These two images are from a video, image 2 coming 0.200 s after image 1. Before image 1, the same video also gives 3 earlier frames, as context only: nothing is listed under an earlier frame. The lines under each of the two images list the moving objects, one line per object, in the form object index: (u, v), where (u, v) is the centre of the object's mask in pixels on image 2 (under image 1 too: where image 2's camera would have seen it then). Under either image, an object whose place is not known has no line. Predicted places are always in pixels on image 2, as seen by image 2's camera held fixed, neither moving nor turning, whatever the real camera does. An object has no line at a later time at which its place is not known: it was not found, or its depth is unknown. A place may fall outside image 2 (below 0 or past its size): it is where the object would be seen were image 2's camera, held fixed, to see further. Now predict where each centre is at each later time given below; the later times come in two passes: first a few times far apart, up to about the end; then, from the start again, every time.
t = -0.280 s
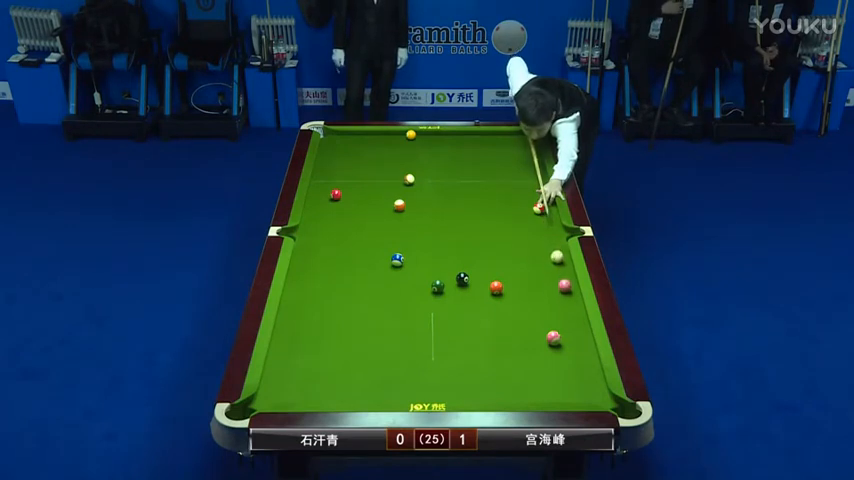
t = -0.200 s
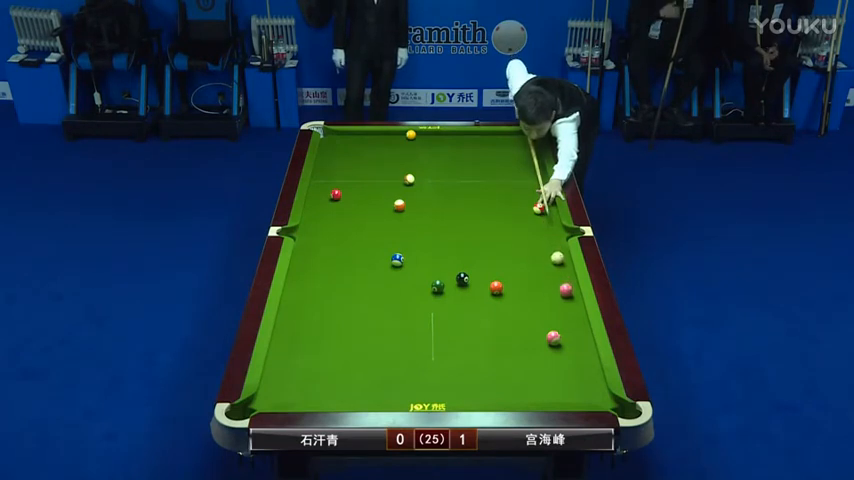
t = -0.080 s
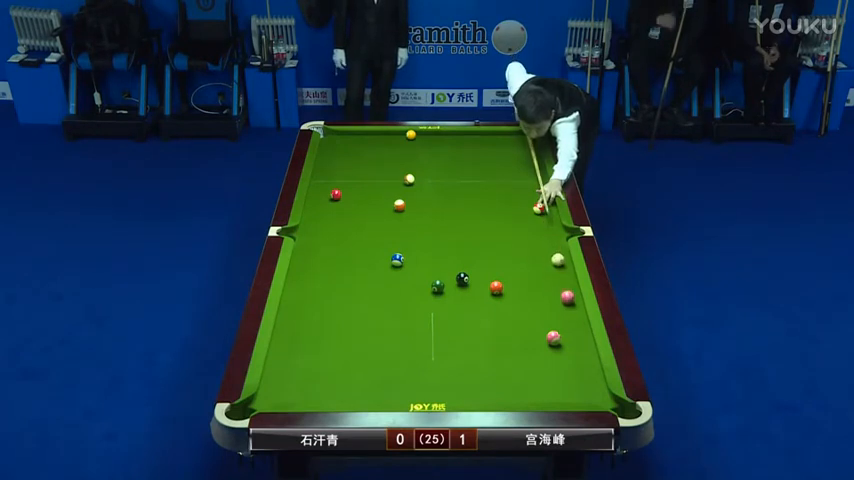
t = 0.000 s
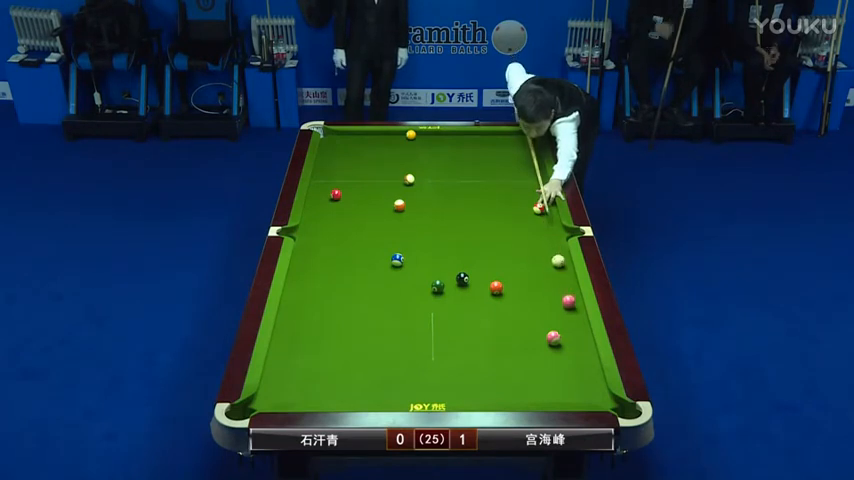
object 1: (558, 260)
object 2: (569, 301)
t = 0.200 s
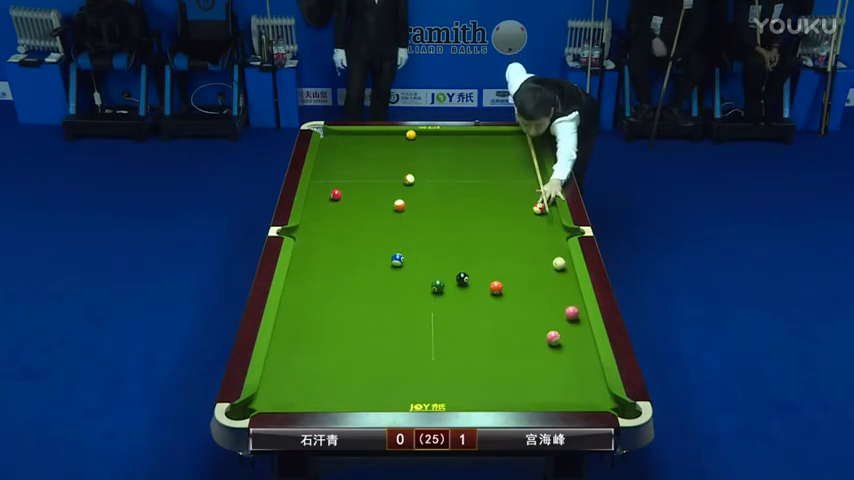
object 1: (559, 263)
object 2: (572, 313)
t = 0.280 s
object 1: (559, 264)
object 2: (573, 317)
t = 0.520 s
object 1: (560, 266)
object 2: (576, 332)
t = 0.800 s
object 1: (560, 269)
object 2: (581, 348)
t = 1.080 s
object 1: (561, 270)
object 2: (586, 364)
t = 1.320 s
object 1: (561, 272)
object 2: (589, 378)
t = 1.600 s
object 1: (561, 272)
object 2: (593, 393)
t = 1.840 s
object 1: (561, 272)
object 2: (598, 398)
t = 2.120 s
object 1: (561, 272)
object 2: (602, 395)
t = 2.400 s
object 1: (561, 272)
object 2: (595, 394)
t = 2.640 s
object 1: (561, 272)
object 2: (591, 394)
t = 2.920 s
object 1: (561, 272)
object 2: (587, 393)
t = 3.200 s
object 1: (561, 272)
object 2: (585, 393)
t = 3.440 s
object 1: (561, 272)
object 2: (584, 393)
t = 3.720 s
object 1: (561, 272)
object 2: (584, 393)
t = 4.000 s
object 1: (561, 272)
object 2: (584, 393)
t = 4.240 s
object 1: (561, 272)
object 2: (584, 393)
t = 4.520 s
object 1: (561, 272)
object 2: (584, 393)
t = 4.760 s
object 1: (561, 272)
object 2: (584, 393)
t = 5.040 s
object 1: (561, 272)
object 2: (584, 393)
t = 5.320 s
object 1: (561, 272)
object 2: (584, 393)
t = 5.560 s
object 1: (561, 272)
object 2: (584, 393)
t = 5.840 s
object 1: (561, 272)
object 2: (584, 393)
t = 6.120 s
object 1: (561, 272)
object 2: (584, 393)
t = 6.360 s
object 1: (561, 272)
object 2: (584, 393)
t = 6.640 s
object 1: (561, 272)
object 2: (584, 393)
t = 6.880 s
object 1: (561, 272)
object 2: (584, 393)
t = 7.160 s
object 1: (561, 272)
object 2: (584, 393)
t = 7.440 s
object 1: (561, 272)
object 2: (584, 393)
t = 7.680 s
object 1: (561, 272)
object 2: (584, 393)
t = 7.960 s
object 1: (561, 272)
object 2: (584, 393)
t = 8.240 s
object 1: (561, 272)
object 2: (584, 393)
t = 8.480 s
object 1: (561, 272)
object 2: (584, 393)
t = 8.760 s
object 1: (561, 272)
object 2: (584, 393)
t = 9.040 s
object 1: (561, 272)
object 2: (584, 393)
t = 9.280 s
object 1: (561, 272)
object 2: (584, 393)
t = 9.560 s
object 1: (561, 272)
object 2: (584, 393)
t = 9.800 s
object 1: (561, 272)
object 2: (584, 393)
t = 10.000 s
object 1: (561, 272)
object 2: (584, 393)
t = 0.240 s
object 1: (559, 263)
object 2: (572, 315)
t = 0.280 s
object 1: (559, 264)
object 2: (573, 317)
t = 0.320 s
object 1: (559, 264)
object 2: (573, 320)
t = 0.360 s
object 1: (559, 265)
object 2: (574, 322)
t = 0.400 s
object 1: (559, 265)
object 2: (575, 324)
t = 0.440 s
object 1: (559, 265)
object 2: (575, 327)
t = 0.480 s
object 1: (560, 266)
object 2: (576, 329)
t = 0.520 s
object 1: (560, 266)
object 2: (576, 332)
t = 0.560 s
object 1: (560, 267)
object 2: (577, 334)
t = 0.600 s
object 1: (560, 267)
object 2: (578, 336)
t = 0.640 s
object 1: (560, 267)
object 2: (579, 339)
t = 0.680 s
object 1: (560, 268)
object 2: (580, 341)
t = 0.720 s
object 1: (560, 268)
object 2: (580, 343)
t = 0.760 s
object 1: (560, 268)
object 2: (581, 346)
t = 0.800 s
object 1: (560, 269)
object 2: (581, 348)
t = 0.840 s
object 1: (560, 269)
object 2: (582, 350)
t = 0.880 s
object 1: (561, 269)
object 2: (582, 352)
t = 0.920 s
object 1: (561, 270)
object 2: (583, 355)
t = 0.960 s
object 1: (561, 270)
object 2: (584, 357)
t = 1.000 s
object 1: (561, 270)
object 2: (584, 360)
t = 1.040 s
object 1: (561, 270)
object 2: (585, 362)
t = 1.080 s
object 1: (561, 270)
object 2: (586, 364)
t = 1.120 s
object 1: (561, 271)
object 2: (587, 367)
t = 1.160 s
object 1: (561, 271)
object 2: (587, 368)
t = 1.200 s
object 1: (561, 271)
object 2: (588, 371)
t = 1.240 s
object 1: (561, 271)
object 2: (588, 373)
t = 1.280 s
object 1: (561, 271)
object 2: (589, 376)
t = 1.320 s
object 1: (561, 272)
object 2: (589, 378)
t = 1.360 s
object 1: (561, 272)
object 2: (590, 380)
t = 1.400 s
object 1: (561, 272)
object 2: (590, 382)
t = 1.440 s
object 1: (561, 272)
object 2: (591, 384)
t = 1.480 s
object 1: (561, 272)
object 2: (592, 387)
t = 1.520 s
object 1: (561, 272)
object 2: (592, 389)
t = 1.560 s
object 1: (561, 272)
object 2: (593, 391)
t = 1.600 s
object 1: (561, 272)
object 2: (593, 393)
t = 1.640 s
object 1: (561, 272)
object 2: (594, 394)
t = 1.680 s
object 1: (561, 272)
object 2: (595, 396)
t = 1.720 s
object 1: (561, 272)
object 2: (595, 397)
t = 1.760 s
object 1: (561, 272)
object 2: (596, 398)
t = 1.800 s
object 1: (561, 272)
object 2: (597, 398)
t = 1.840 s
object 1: (561, 272)
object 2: (598, 398)
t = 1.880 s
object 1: (561, 272)
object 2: (600, 397)
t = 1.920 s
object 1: (561, 272)
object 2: (601, 396)
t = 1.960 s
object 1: (561, 272)
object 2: (602, 396)
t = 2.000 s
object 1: (561, 272)
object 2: (603, 396)
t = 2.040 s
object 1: (561, 272)
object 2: (604, 395)
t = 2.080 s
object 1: (561, 272)
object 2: (603, 395)
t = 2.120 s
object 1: (561, 272)
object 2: (602, 395)
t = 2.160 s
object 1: (561, 272)
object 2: (601, 395)
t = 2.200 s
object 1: (561, 272)
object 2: (600, 395)
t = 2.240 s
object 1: (561, 272)
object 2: (599, 395)
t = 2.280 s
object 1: (561, 272)
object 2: (598, 395)
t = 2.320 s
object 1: (561, 272)
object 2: (597, 394)
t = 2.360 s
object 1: (561, 272)
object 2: (596, 394)
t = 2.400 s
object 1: (561, 272)
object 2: (595, 394)
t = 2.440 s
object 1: (561, 272)
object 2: (594, 394)
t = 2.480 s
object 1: (561, 272)
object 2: (594, 394)
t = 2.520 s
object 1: (561, 272)
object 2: (593, 394)
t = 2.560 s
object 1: (561, 272)
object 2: (592, 394)
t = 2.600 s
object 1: (561, 272)
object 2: (591, 394)
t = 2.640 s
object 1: (561, 272)
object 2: (591, 394)
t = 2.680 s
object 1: (561, 272)
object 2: (590, 394)
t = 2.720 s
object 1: (561, 272)
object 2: (589, 394)
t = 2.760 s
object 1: (561, 272)
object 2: (589, 393)
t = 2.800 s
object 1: (561, 272)
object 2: (588, 393)
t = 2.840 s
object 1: (561, 272)
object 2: (588, 393)
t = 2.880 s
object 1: (561, 272)
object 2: (587, 393)
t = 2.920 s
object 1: (561, 272)
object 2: (587, 393)
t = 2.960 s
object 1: (561, 272)
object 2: (587, 393)
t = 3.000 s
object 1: (561, 272)
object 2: (586, 393)
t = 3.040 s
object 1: (561, 272)
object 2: (586, 393)
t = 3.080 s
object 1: (561, 272)
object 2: (585, 393)
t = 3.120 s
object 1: (561, 272)
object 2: (585, 393)
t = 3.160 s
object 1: (561, 272)
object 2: (585, 393)
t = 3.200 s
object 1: (561, 272)
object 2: (585, 393)
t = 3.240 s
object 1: (561, 272)
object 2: (584, 393)
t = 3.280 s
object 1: (561, 272)
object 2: (584, 393)
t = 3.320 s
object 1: (561, 272)
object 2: (584, 393)
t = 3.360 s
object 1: (561, 272)
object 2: (584, 393)
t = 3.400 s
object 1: (561, 272)
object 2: (584, 393)
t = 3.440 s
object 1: (561, 272)
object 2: (584, 393)
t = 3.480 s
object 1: (561, 272)
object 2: (584, 393)
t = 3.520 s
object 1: (561, 272)
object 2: (584, 393)
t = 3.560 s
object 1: (561, 272)
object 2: (584, 393)
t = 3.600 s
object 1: (561, 272)
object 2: (584, 393)
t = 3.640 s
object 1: (561, 272)
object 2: (584, 393)
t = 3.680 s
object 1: (561, 272)
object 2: (584, 393)
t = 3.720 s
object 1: (561, 272)
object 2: (584, 393)
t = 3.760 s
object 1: (561, 272)
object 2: (584, 393)
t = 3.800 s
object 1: (561, 272)
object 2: (584, 393)
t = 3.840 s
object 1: (561, 272)
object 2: (584, 393)
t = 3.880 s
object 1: (561, 272)
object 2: (584, 393)
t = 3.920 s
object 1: (561, 272)
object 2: (584, 393)
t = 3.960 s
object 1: (561, 272)
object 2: (584, 393)
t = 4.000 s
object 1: (561, 272)
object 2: (584, 393)
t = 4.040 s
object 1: (561, 272)
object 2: (584, 393)
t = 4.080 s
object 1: (561, 272)
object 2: (584, 393)
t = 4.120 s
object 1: (561, 272)
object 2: (584, 393)
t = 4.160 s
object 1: (561, 272)
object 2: (584, 393)
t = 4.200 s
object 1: (561, 272)
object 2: (584, 393)
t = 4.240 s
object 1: (561, 272)
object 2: (584, 393)
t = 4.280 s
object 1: (561, 272)
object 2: (584, 393)
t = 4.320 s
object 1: (561, 272)
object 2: (584, 393)
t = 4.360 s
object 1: (561, 272)
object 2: (584, 393)
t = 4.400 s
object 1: (561, 272)
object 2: (584, 393)
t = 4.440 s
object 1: (561, 272)
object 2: (584, 393)
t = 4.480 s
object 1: (561, 272)
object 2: (584, 393)
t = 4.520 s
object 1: (561, 272)
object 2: (584, 393)
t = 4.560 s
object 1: (561, 272)
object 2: (584, 393)
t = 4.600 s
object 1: (561, 272)
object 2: (584, 393)
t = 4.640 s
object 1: (561, 272)
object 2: (584, 393)
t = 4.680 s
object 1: (561, 272)
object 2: (584, 393)
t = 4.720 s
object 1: (561, 272)
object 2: (584, 393)
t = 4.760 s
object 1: (561, 272)
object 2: (584, 393)
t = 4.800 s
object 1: (561, 272)
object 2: (584, 393)
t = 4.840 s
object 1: (561, 272)
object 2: (584, 393)
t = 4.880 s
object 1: (561, 272)
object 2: (584, 393)
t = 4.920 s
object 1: (561, 272)
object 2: (584, 393)
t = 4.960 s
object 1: (561, 272)
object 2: (584, 393)
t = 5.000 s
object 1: (561, 272)
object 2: (584, 393)
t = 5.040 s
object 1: (561, 272)
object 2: (584, 393)
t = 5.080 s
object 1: (561, 272)
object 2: (584, 393)
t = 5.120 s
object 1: (561, 272)
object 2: (584, 393)
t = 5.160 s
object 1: (561, 272)
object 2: (584, 393)
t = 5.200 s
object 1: (561, 272)
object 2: (584, 393)
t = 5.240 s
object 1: (561, 272)
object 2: (584, 393)
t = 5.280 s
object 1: (561, 272)
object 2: (584, 393)
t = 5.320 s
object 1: (561, 272)
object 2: (584, 393)
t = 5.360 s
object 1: (561, 272)
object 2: (584, 393)
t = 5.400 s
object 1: (561, 272)
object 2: (584, 393)
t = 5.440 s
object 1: (561, 272)
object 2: (584, 393)
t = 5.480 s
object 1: (561, 272)
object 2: (584, 393)
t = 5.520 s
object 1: (561, 272)
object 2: (584, 393)
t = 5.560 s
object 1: (561, 272)
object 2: (584, 393)
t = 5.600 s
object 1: (561, 272)
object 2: (584, 393)
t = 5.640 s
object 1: (561, 272)
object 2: (584, 393)
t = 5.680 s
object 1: (561, 272)
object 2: (584, 393)
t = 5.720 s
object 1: (561, 272)
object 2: (584, 393)
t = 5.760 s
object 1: (561, 272)
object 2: (584, 393)
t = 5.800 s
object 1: (561, 272)
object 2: (584, 393)
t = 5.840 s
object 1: (561, 272)
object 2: (584, 393)
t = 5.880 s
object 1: (561, 272)
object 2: (584, 393)
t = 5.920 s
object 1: (561, 272)
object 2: (584, 393)
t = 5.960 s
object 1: (561, 272)
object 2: (584, 393)
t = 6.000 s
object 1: (561, 272)
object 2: (584, 393)
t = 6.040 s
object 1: (561, 272)
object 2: (584, 393)
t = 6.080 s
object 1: (561, 272)
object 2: (584, 393)
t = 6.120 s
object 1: (561, 272)
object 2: (584, 393)
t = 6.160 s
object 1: (561, 272)
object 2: (584, 393)
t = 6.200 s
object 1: (561, 272)
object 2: (584, 393)
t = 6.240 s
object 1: (561, 272)
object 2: (584, 393)
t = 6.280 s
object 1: (561, 272)
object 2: (584, 393)
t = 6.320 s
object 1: (561, 272)
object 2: (584, 393)
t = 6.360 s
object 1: (561, 272)
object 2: (584, 393)
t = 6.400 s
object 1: (561, 272)
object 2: (584, 393)
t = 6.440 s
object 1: (561, 272)
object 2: (584, 393)
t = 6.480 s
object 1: (561, 272)
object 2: (584, 393)
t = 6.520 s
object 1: (561, 272)
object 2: (584, 393)
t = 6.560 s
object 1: (561, 272)
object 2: (584, 393)
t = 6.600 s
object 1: (561, 272)
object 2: (584, 393)
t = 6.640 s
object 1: (561, 272)
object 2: (584, 393)
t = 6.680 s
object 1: (561, 272)
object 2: (584, 393)
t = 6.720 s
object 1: (561, 272)
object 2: (584, 393)
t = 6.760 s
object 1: (561, 272)
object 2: (584, 393)
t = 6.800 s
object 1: (561, 272)
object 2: (584, 393)
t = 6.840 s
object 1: (561, 272)
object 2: (584, 393)
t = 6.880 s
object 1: (561, 272)
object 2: (584, 393)
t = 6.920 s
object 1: (561, 272)
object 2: (584, 393)
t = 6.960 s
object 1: (561, 272)
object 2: (584, 393)
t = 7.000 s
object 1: (561, 272)
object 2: (584, 393)
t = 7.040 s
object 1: (561, 272)
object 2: (584, 393)
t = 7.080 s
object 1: (561, 272)
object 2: (584, 393)
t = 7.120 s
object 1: (561, 272)
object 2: (584, 393)
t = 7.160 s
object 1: (561, 272)
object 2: (584, 393)
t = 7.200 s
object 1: (561, 272)
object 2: (584, 393)
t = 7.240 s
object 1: (561, 272)
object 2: (584, 393)
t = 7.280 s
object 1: (561, 272)
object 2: (584, 393)
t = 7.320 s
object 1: (561, 272)
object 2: (584, 393)
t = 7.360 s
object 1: (561, 272)
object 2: (584, 393)
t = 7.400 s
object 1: (561, 272)
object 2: (584, 393)
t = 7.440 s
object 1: (561, 272)
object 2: (584, 393)
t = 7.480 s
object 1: (561, 272)
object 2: (584, 393)
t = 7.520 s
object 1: (561, 272)
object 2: (584, 393)
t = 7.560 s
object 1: (561, 272)
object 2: (584, 393)
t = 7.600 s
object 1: (561, 272)
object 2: (584, 393)
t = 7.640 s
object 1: (561, 272)
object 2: (584, 393)
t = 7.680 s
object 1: (561, 272)
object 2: (584, 393)
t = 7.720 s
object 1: (561, 272)
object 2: (584, 393)
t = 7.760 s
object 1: (561, 272)
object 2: (584, 393)
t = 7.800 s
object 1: (561, 272)
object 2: (584, 393)
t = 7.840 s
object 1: (561, 272)
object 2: (584, 393)
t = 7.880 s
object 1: (561, 272)
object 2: (584, 393)
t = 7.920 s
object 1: (561, 272)
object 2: (584, 393)
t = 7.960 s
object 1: (561, 272)
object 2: (584, 393)
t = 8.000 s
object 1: (561, 272)
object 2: (584, 393)
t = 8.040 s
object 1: (561, 272)
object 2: (584, 393)
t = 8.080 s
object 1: (561, 272)
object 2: (584, 393)
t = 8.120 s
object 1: (561, 272)
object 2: (584, 393)
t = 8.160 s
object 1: (561, 272)
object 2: (584, 393)
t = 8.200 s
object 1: (561, 272)
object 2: (584, 393)
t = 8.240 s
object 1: (561, 272)
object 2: (584, 393)
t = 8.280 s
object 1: (561, 272)
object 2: (584, 393)
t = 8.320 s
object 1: (561, 272)
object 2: (584, 393)
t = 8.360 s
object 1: (561, 272)
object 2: (584, 393)
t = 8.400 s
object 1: (561, 272)
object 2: (584, 393)
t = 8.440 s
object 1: (561, 272)
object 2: (584, 393)
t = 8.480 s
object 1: (561, 272)
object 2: (584, 393)
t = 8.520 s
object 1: (561, 272)
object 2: (584, 393)
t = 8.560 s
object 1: (561, 272)
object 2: (584, 393)
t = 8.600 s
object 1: (561, 272)
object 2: (584, 393)
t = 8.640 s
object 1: (561, 272)
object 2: (584, 393)
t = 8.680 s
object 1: (561, 272)
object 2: (584, 393)
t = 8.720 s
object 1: (561, 272)
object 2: (584, 393)
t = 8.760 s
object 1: (561, 272)
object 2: (584, 393)
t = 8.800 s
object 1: (561, 272)
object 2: (584, 393)
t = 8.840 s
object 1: (561, 272)
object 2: (584, 393)
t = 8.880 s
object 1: (561, 272)
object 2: (584, 393)
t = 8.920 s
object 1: (561, 272)
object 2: (584, 393)
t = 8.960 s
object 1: (561, 272)
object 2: (584, 393)
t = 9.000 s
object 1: (561, 272)
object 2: (584, 393)
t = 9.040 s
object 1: (561, 272)
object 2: (584, 393)
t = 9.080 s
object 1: (561, 272)
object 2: (584, 393)
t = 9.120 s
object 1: (561, 272)
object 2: (584, 393)
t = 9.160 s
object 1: (561, 272)
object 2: (584, 393)
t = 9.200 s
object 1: (561, 272)
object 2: (584, 393)
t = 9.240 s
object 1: (561, 272)
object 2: (584, 393)
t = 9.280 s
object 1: (561, 272)
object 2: (584, 393)
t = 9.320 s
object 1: (561, 272)
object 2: (584, 393)
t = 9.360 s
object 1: (561, 272)
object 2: (584, 393)
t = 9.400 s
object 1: (561, 272)
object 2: (584, 393)
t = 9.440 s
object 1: (561, 272)
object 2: (584, 393)
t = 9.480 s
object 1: (561, 272)
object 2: (584, 393)
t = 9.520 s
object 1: (561, 272)
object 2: (584, 393)
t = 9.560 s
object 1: (561, 272)
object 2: (584, 393)
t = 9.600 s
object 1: (561, 272)
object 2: (584, 393)
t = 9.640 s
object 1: (561, 272)
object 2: (584, 393)
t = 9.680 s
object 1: (561, 272)
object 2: (584, 393)
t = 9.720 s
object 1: (561, 272)
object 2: (584, 393)
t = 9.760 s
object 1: (561, 272)
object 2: (584, 393)
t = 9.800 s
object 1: (561, 272)
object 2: (584, 393)
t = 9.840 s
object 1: (561, 272)
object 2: (584, 393)
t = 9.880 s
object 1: (561, 272)
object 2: (584, 393)
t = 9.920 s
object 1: (561, 272)
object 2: (584, 393)
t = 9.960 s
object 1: (561, 272)
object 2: (584, 393)
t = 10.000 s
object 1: (561, 272)
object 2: (584, 393)
